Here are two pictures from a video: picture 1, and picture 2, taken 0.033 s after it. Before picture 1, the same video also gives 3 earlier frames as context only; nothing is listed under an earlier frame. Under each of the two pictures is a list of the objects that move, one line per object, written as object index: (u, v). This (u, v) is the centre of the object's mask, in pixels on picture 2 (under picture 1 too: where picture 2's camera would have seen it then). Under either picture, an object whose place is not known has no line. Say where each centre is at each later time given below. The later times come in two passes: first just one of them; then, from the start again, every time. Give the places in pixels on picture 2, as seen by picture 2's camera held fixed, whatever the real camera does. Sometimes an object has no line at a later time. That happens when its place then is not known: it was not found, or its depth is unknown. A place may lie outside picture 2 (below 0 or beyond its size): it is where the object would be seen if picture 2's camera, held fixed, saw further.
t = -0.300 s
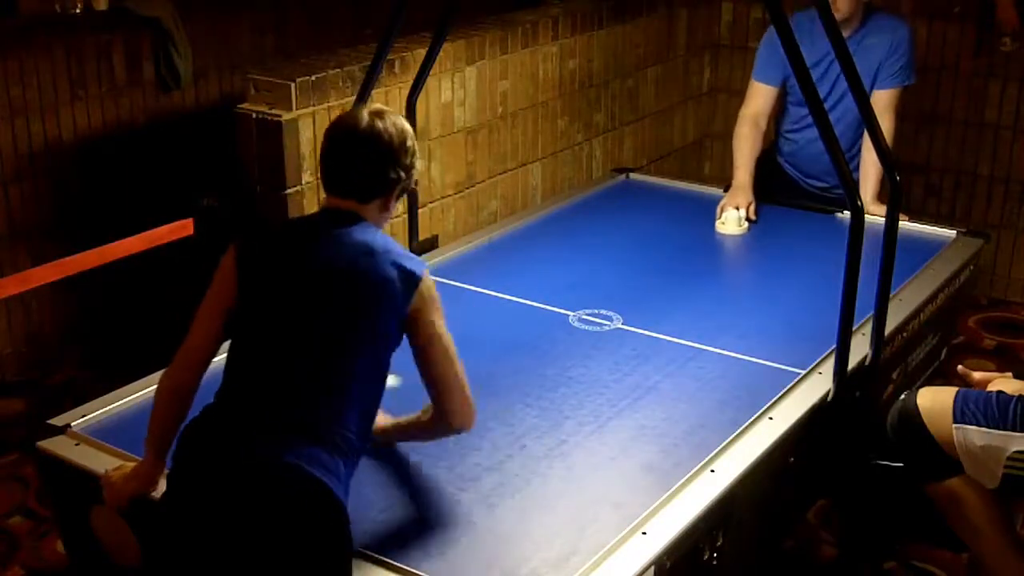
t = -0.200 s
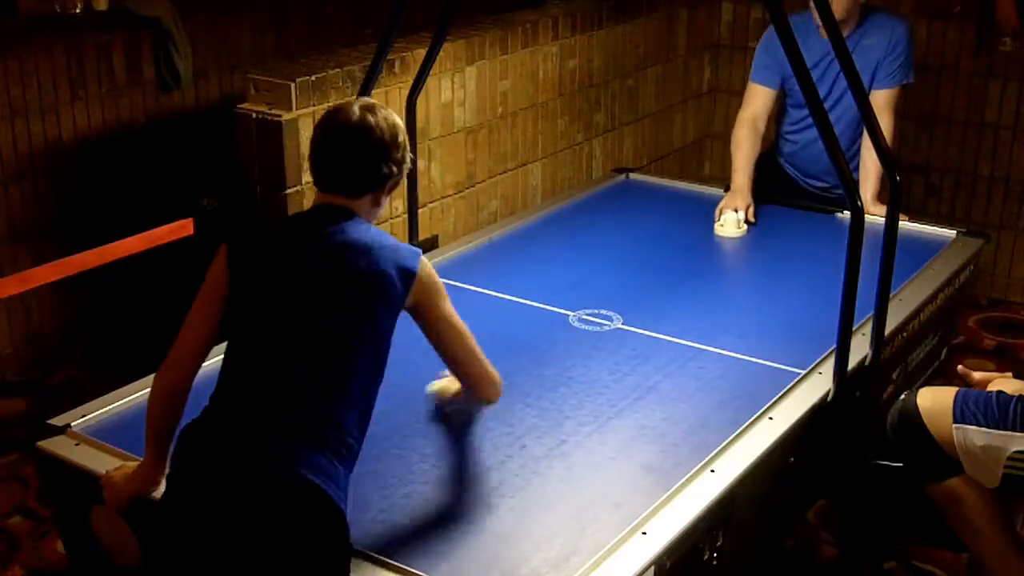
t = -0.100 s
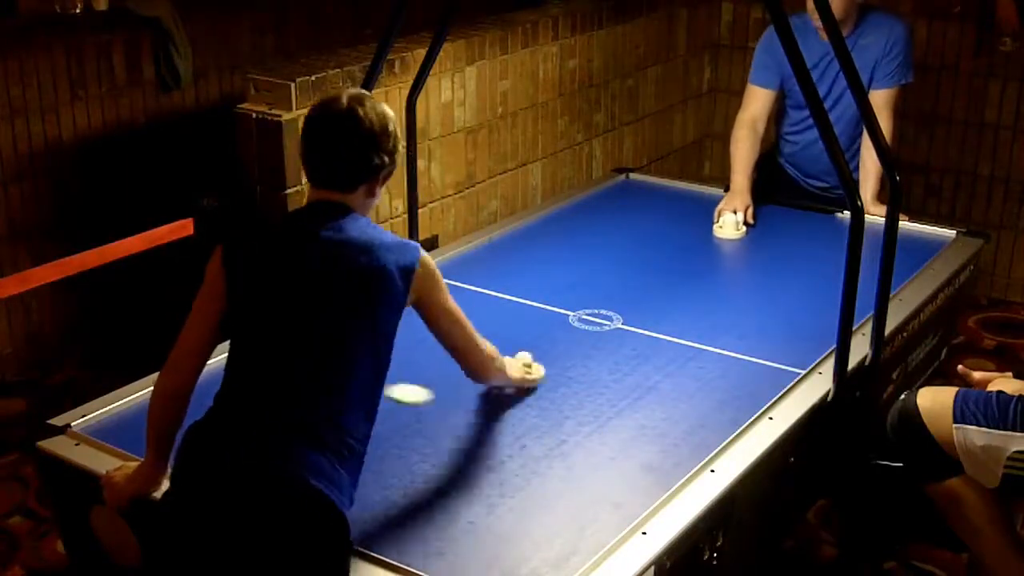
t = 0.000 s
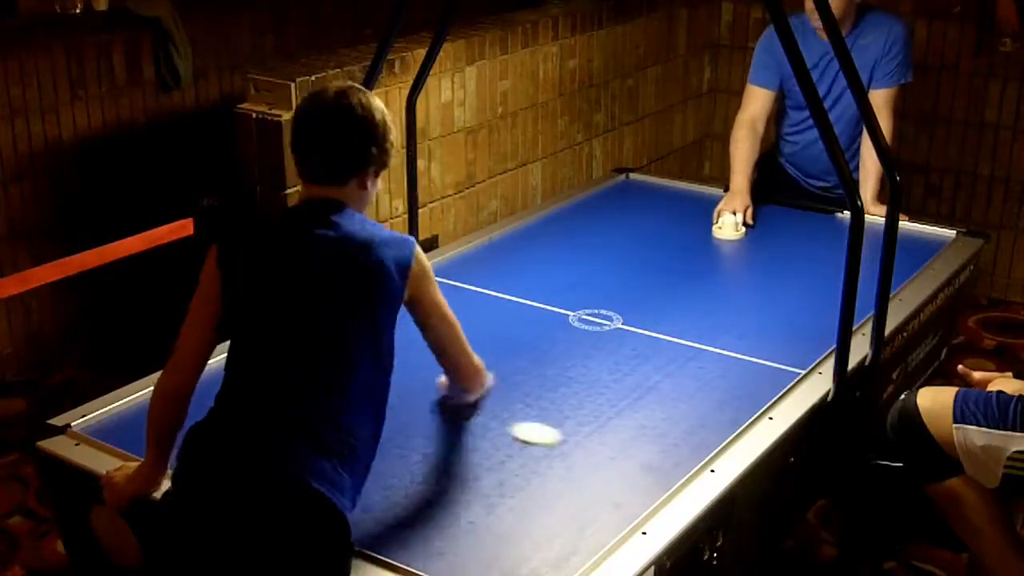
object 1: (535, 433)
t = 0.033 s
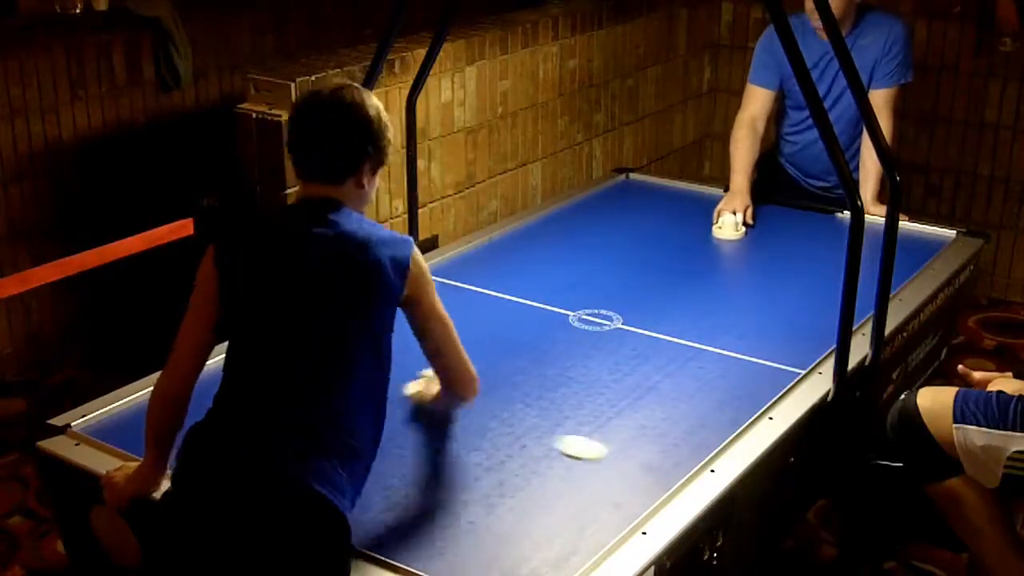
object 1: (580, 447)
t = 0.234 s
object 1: (510, 421)
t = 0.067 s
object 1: (628, 462)
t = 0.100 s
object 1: (658, 472)
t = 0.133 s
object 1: (619, 459)
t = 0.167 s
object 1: (582, 446)
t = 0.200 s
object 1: (546, 434)
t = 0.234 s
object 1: (510, 421)
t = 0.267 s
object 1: (476, 410)
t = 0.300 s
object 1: (443, 398)
